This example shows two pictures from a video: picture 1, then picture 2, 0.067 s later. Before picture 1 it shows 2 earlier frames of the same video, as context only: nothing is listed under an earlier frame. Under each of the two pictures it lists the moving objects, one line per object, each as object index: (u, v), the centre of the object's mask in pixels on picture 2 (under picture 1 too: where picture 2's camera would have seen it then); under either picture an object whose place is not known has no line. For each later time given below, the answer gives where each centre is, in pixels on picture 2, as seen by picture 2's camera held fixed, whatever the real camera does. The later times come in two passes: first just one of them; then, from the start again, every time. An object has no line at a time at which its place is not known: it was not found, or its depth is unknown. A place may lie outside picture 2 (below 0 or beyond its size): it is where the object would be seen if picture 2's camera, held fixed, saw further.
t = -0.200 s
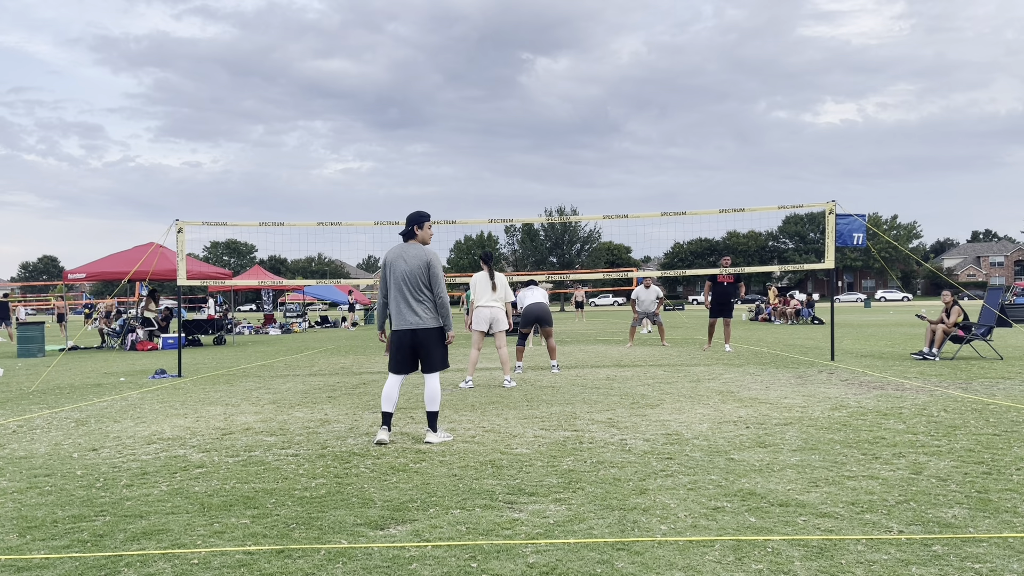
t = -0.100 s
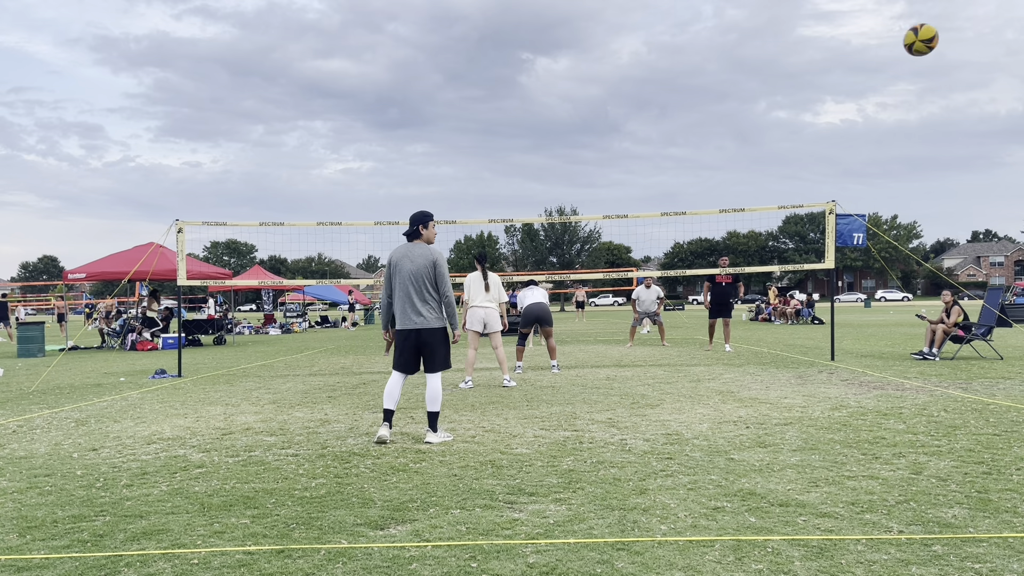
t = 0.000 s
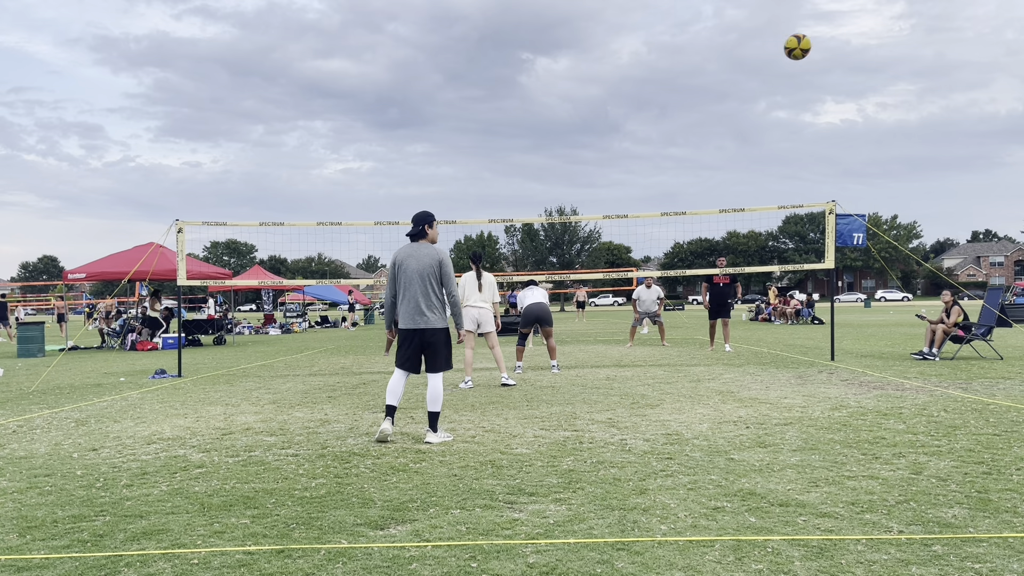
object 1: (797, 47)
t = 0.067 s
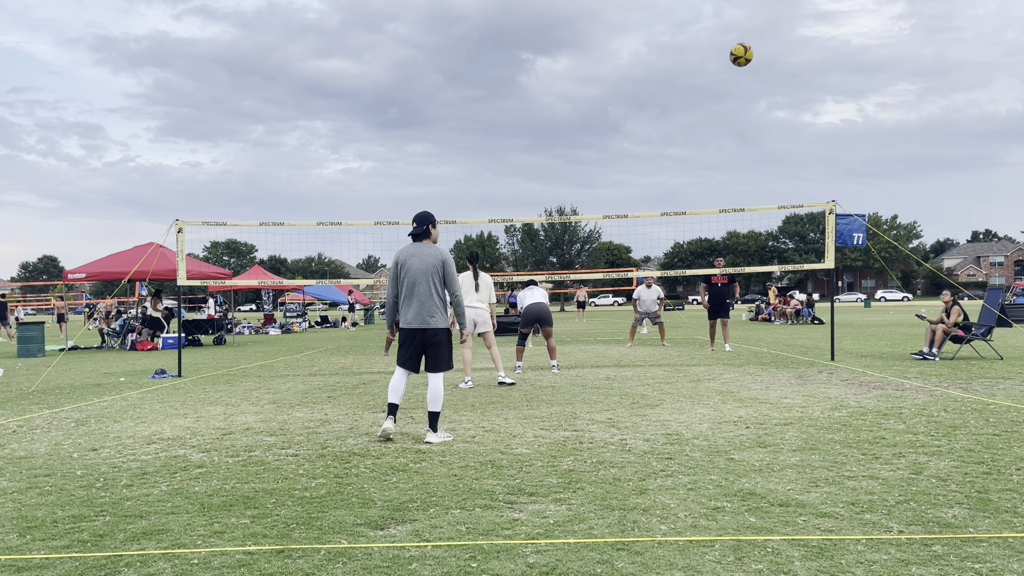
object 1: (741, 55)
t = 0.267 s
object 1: (632, 92)
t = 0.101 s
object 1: (718, 60)
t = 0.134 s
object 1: (697, 65)
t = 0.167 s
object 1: (679, 71)
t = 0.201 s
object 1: (662, 78)
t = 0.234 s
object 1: (647, 85)
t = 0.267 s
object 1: (632, 92)
